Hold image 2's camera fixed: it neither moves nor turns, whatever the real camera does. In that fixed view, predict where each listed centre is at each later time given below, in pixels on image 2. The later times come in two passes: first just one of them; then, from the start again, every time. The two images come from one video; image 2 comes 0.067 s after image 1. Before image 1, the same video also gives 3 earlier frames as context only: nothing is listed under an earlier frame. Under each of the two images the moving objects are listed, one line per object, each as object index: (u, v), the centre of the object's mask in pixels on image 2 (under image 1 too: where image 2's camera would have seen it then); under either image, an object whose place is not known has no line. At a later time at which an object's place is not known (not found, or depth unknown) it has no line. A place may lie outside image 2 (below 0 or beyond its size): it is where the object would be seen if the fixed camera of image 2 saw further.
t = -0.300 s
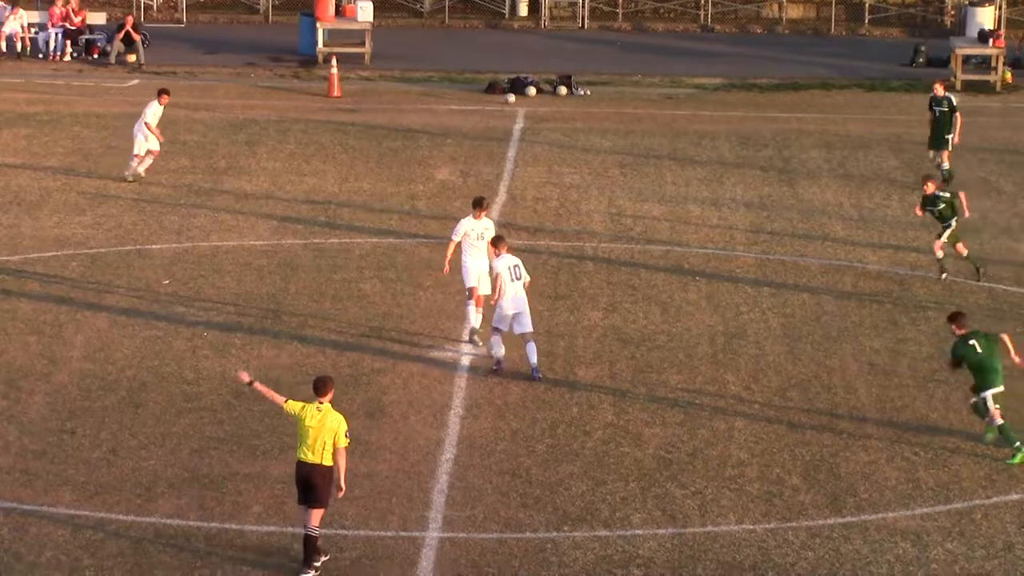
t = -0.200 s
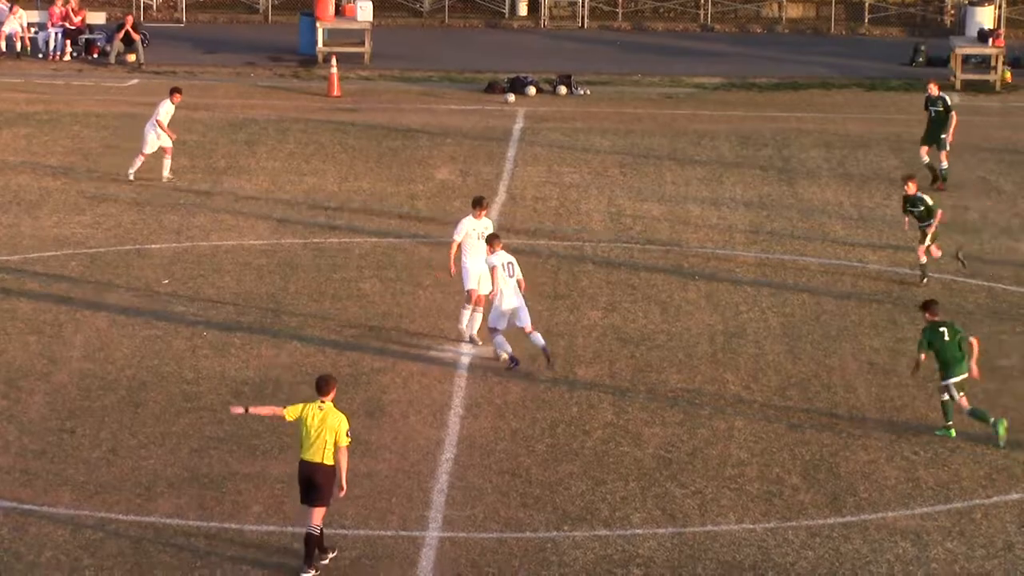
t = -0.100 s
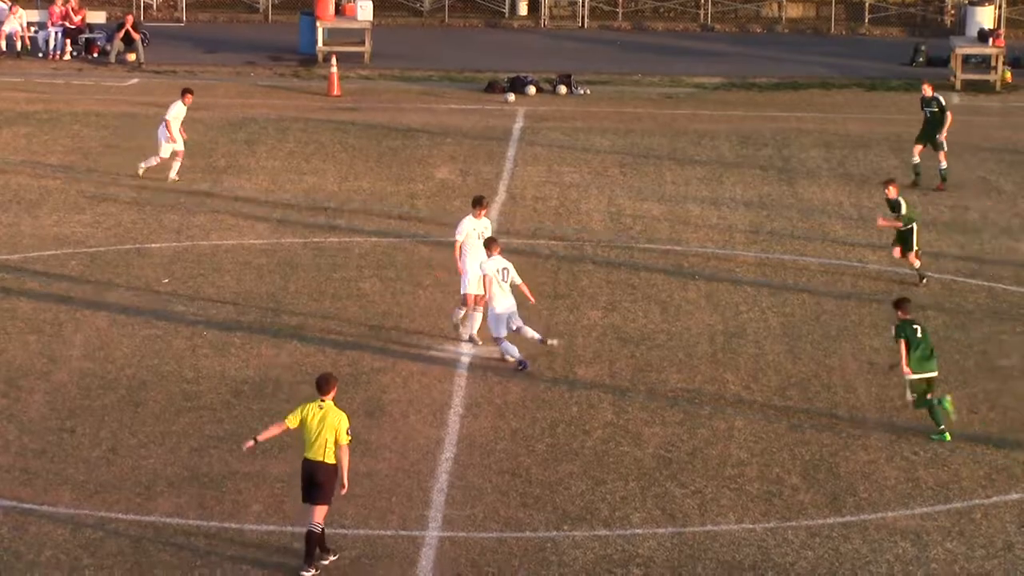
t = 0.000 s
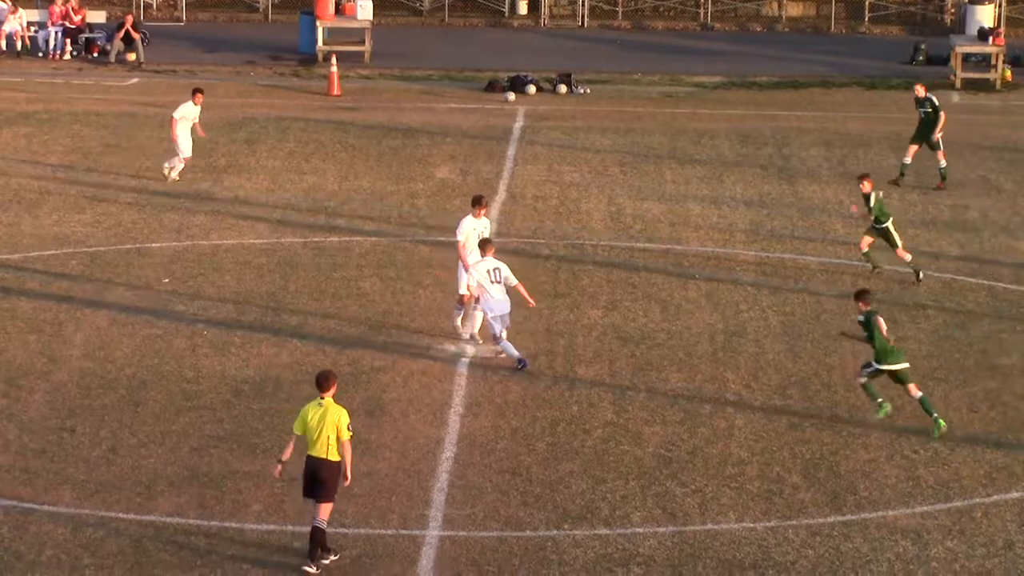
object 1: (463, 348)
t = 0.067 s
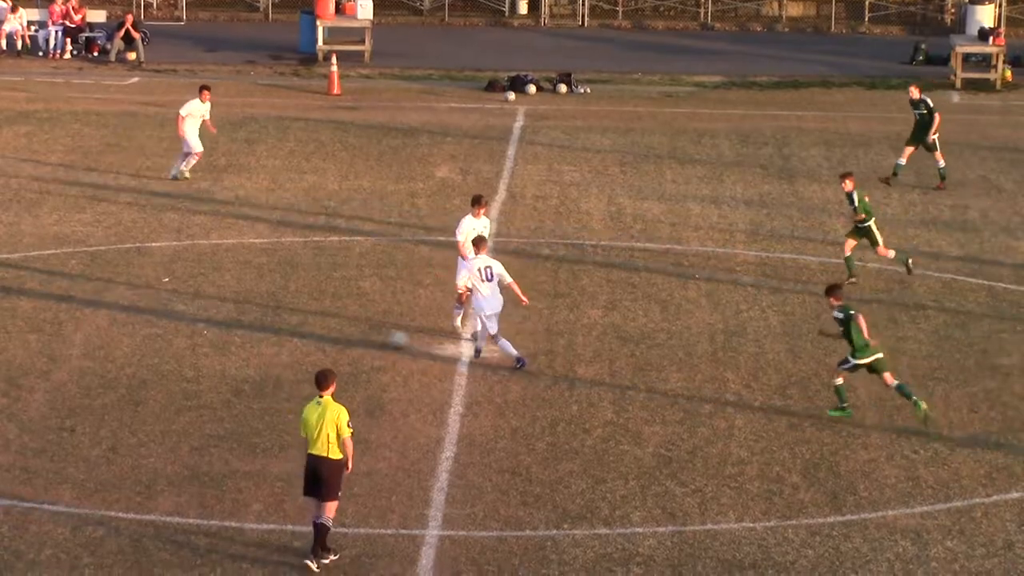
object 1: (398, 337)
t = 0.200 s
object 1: (272, 323)
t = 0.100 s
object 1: (366, 333)
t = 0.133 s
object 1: (333, 329)
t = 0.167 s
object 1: (302, 325)
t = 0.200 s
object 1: (272, 323)
